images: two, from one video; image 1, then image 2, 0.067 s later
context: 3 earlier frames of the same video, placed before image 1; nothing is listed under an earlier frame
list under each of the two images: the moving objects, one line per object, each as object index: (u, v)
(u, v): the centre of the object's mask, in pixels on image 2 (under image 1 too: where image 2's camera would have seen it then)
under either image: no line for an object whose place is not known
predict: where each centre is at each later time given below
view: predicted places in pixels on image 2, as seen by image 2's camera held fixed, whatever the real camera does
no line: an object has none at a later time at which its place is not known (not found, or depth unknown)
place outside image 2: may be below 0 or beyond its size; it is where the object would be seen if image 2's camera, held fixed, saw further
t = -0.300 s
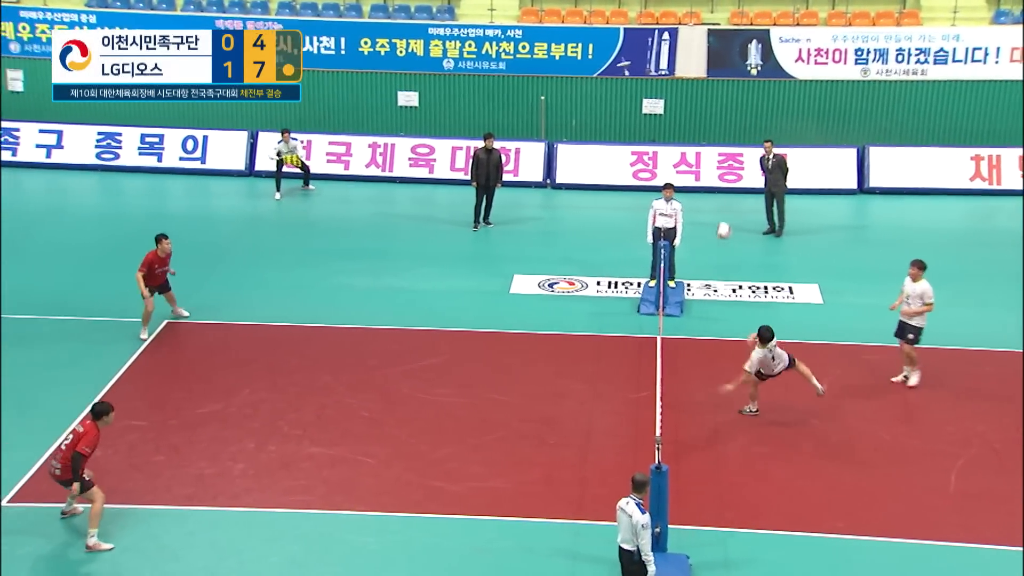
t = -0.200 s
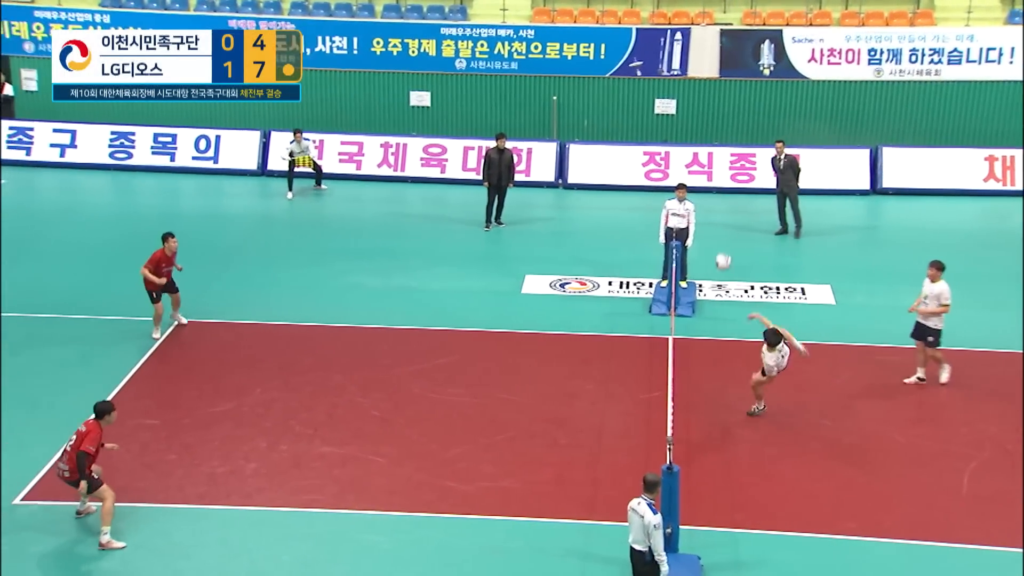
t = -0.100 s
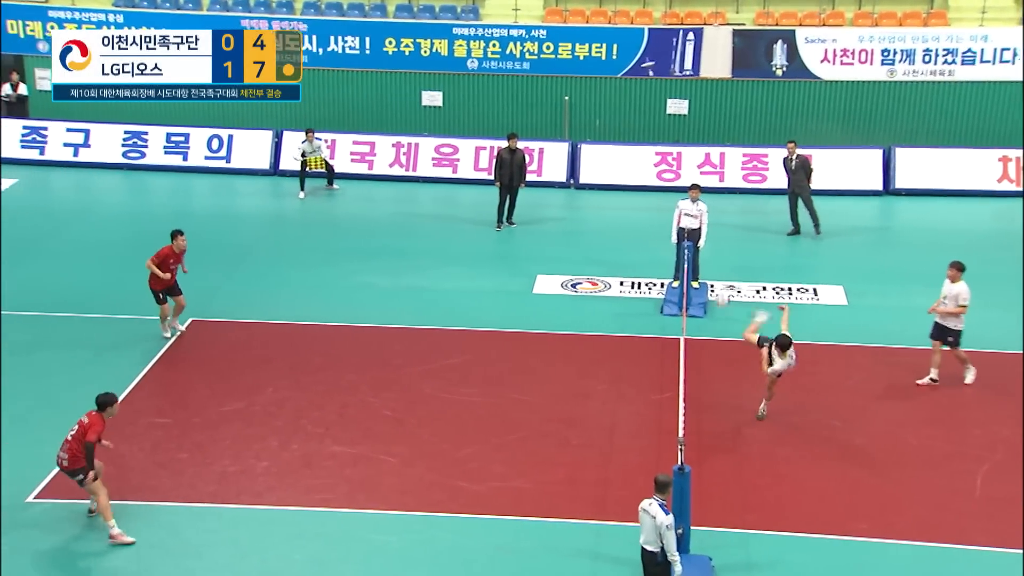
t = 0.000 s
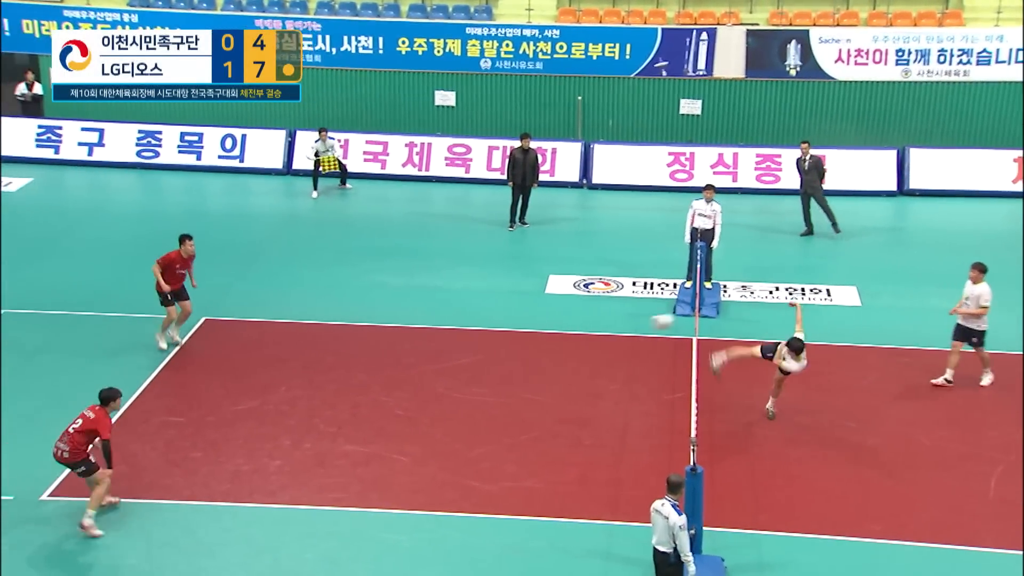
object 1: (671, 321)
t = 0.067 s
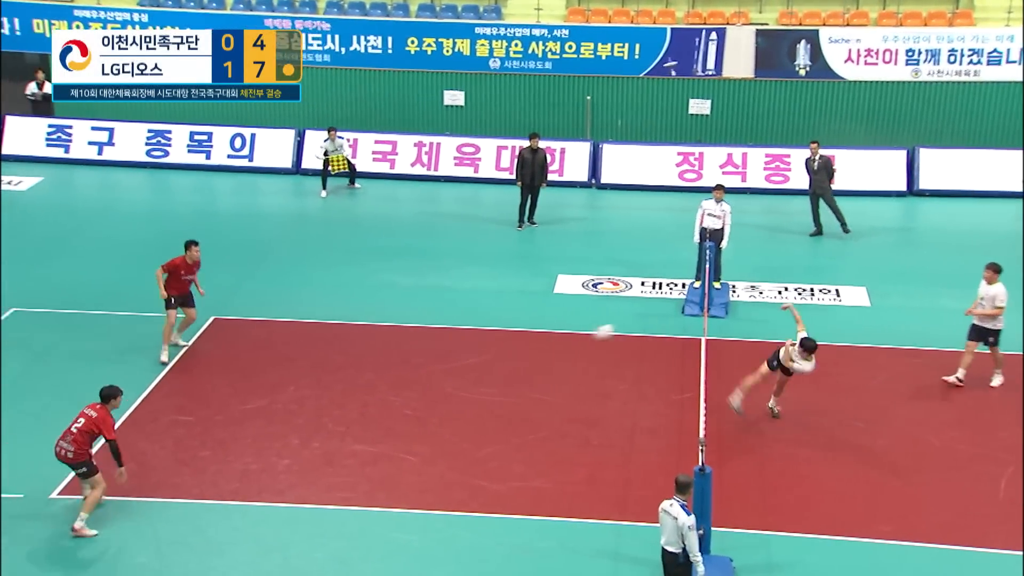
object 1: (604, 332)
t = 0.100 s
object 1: (570, 338)
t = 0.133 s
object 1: (538, 345)
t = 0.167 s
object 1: (505, 352)
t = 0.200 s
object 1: (472, 360)
